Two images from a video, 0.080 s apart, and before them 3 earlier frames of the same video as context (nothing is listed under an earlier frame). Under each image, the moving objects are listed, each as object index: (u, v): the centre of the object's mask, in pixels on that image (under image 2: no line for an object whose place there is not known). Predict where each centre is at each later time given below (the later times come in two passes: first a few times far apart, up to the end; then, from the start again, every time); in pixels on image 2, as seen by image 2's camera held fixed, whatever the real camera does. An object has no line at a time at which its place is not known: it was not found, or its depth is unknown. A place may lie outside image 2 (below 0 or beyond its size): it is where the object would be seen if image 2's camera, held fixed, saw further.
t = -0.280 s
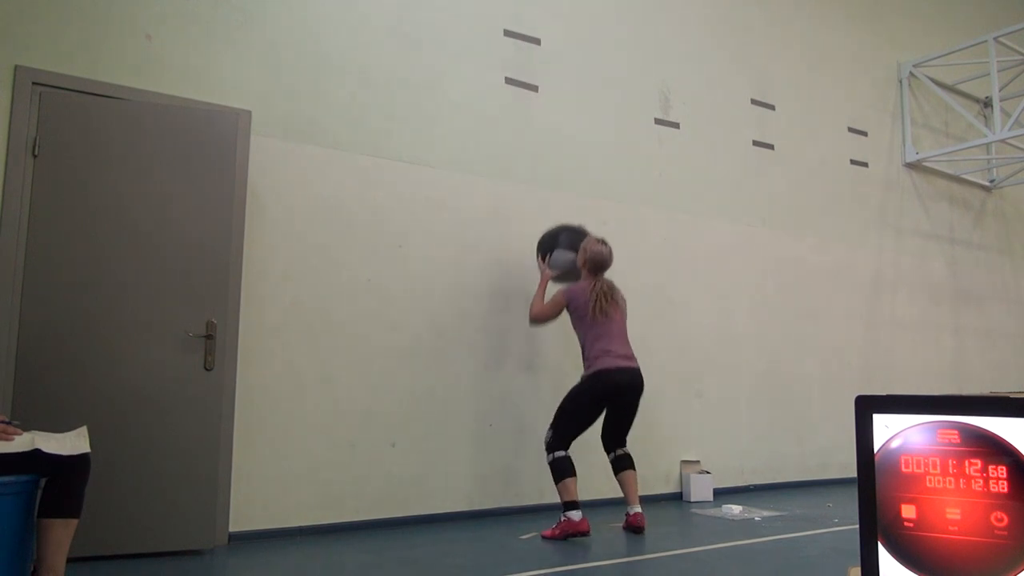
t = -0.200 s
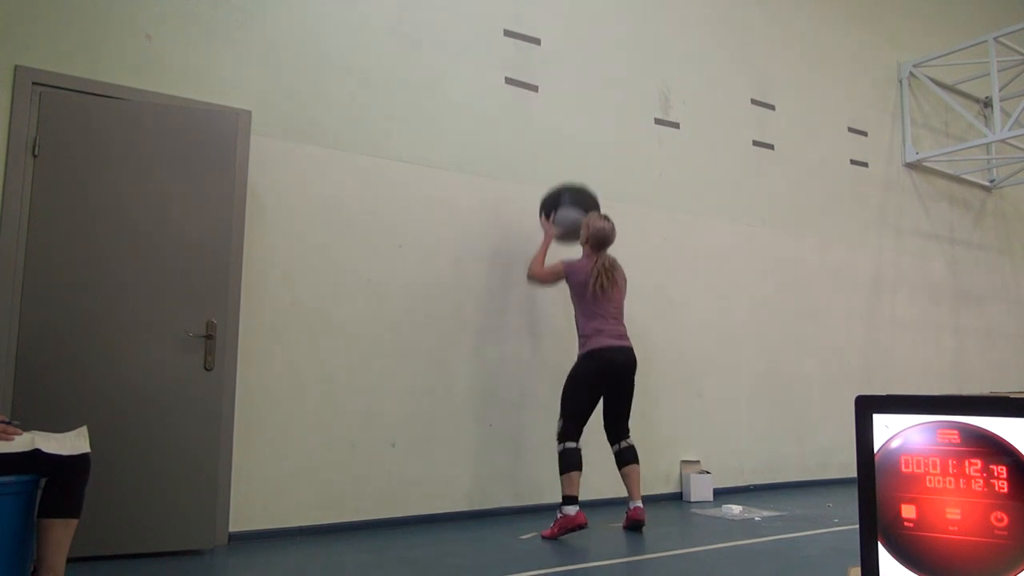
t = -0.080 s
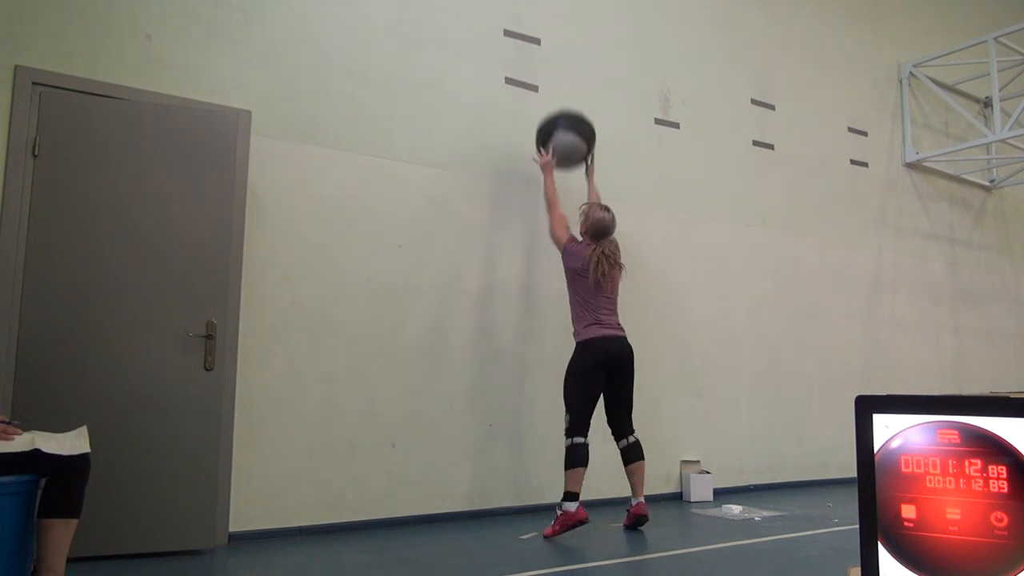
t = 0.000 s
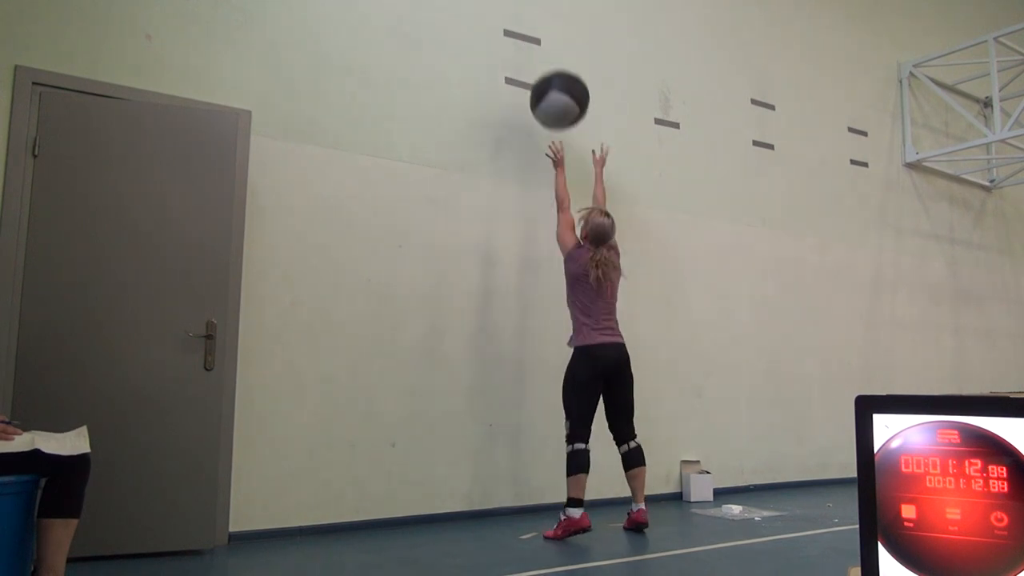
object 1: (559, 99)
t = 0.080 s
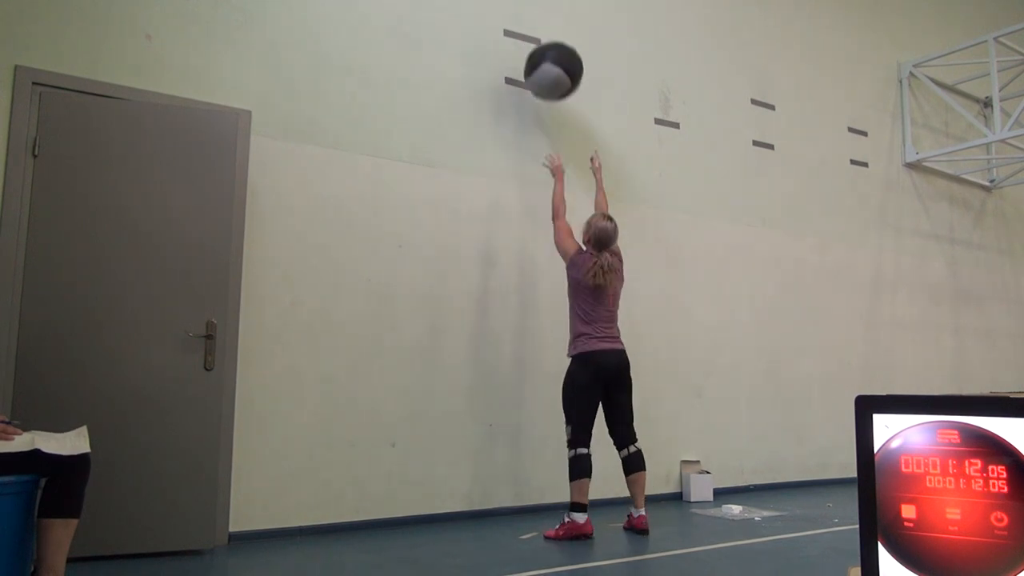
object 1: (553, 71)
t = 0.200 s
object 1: (544, 47)
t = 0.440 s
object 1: (537, 58)
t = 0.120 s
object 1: (550, 60)
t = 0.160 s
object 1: (547, 52)
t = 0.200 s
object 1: (544, 47)
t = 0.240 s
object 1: (541, 44)
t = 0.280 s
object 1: (538, 43)
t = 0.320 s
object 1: (535, 45)
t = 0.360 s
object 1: (536, 47)
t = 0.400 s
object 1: (536, 51)
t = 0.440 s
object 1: (537, 58)
